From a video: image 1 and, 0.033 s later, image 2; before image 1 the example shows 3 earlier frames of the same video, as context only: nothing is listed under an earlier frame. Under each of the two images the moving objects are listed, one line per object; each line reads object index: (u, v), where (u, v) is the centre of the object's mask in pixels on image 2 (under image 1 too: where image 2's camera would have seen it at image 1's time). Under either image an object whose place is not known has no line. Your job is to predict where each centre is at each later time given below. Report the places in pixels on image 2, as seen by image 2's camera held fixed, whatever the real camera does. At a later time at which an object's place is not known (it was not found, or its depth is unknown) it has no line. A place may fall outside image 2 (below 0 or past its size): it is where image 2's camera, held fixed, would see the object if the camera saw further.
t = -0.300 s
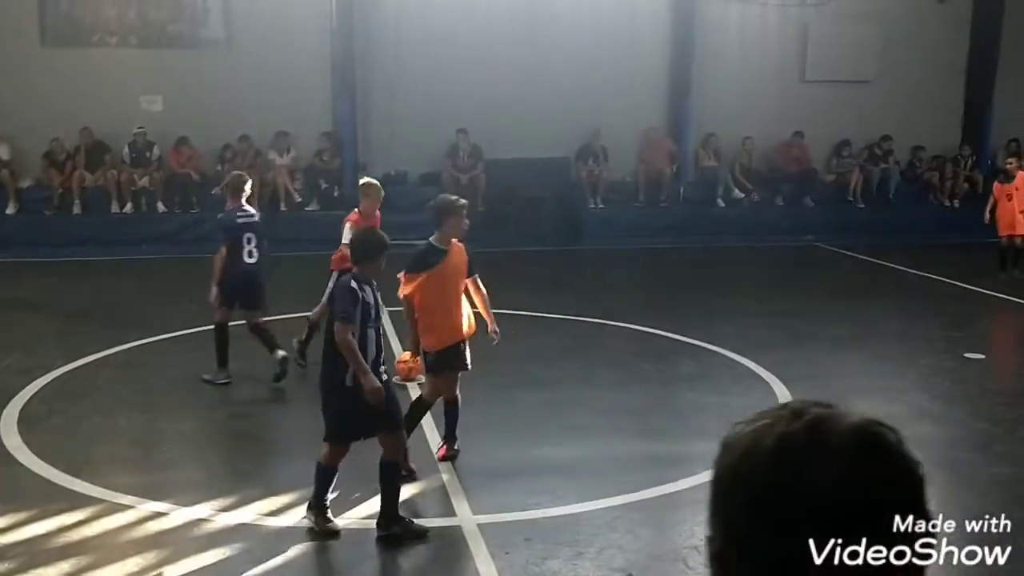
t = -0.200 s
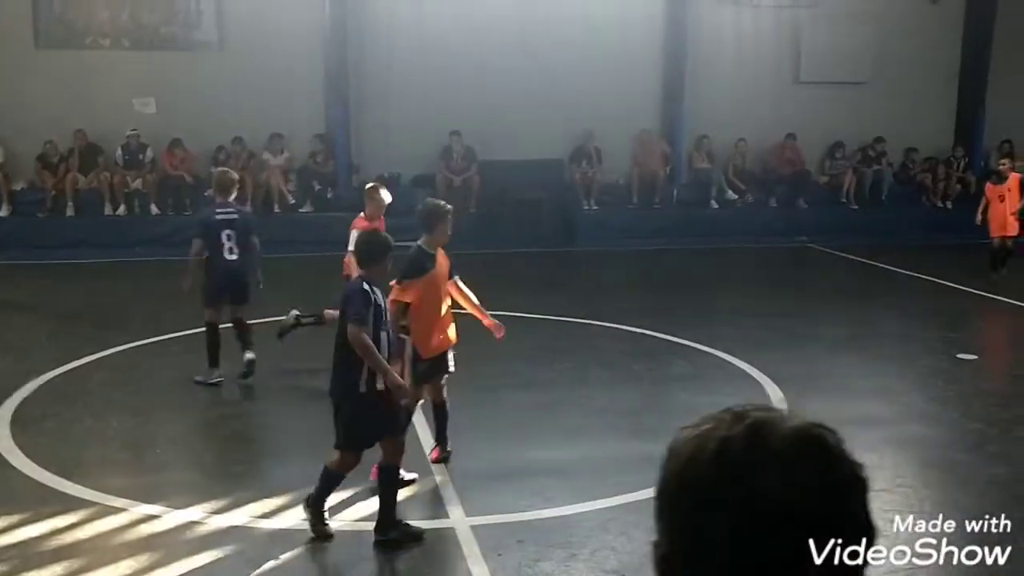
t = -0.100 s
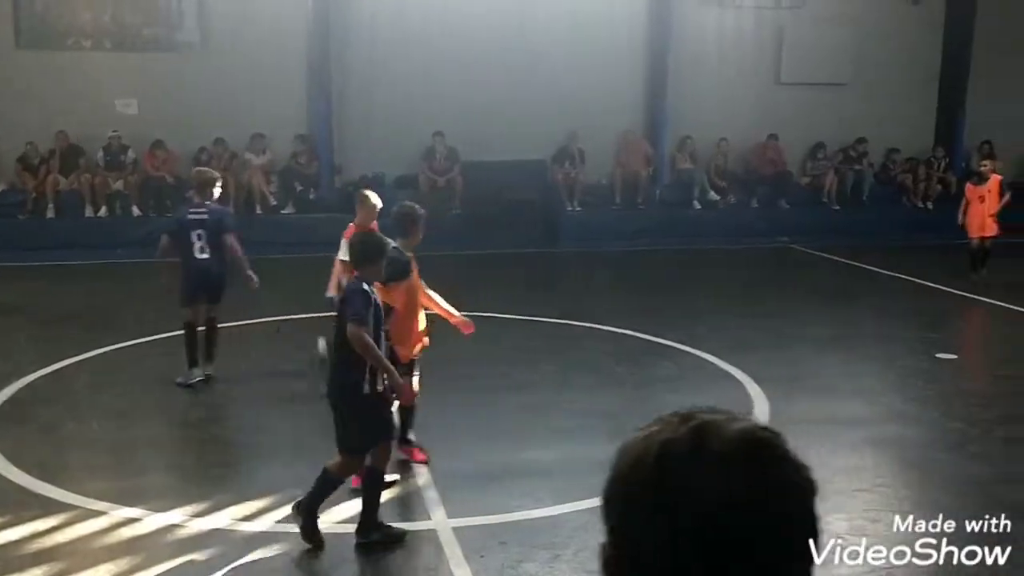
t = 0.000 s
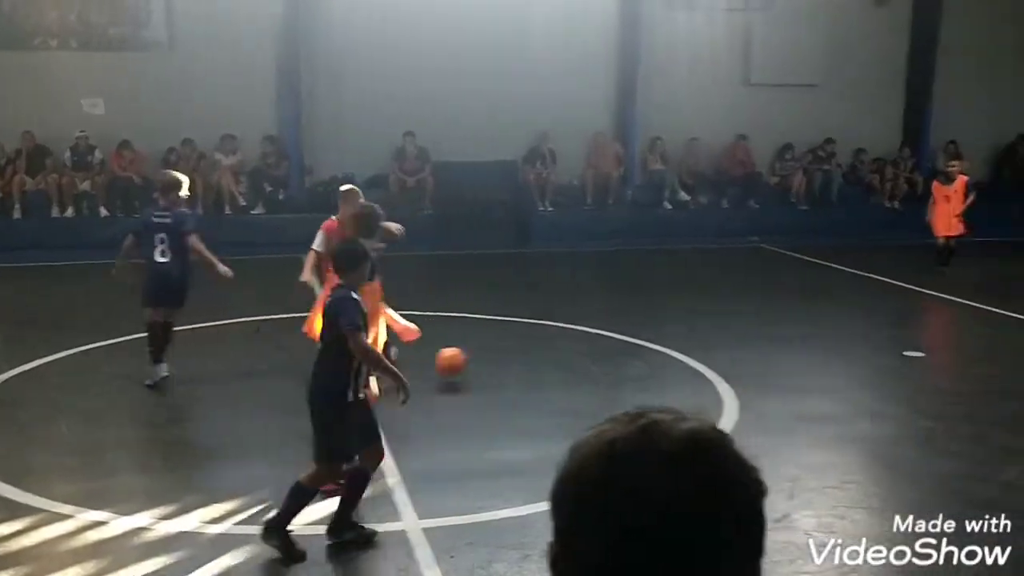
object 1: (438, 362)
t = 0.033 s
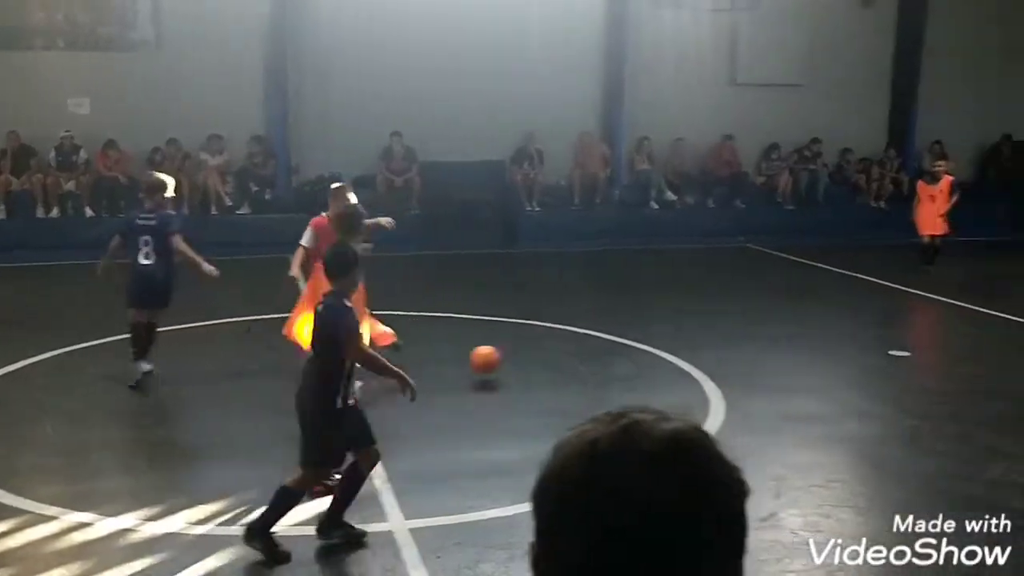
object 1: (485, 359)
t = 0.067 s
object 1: (532, 358)
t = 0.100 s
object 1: (578, 359)
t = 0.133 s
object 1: (623, 361)
